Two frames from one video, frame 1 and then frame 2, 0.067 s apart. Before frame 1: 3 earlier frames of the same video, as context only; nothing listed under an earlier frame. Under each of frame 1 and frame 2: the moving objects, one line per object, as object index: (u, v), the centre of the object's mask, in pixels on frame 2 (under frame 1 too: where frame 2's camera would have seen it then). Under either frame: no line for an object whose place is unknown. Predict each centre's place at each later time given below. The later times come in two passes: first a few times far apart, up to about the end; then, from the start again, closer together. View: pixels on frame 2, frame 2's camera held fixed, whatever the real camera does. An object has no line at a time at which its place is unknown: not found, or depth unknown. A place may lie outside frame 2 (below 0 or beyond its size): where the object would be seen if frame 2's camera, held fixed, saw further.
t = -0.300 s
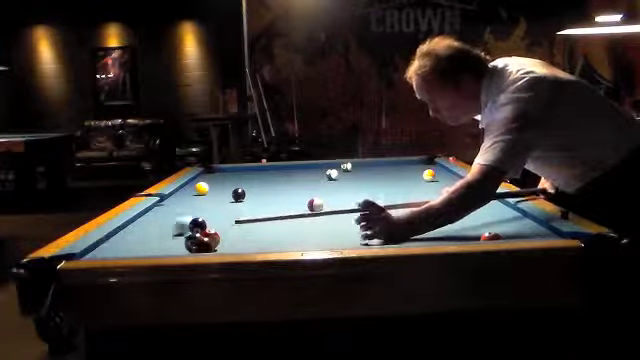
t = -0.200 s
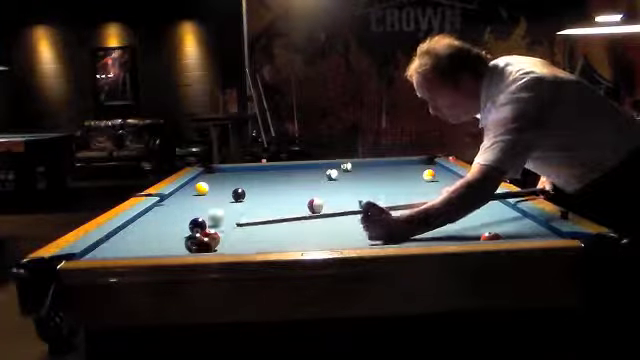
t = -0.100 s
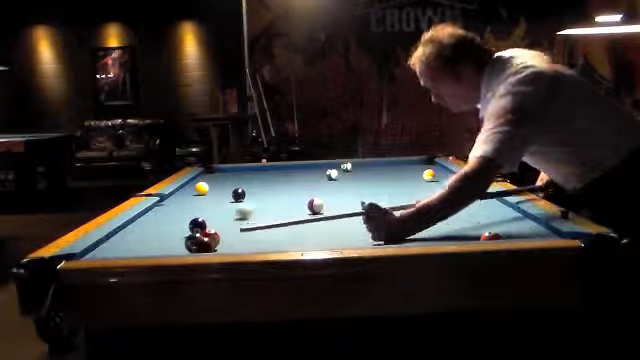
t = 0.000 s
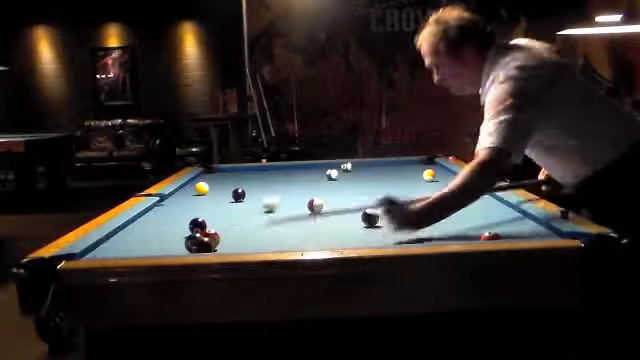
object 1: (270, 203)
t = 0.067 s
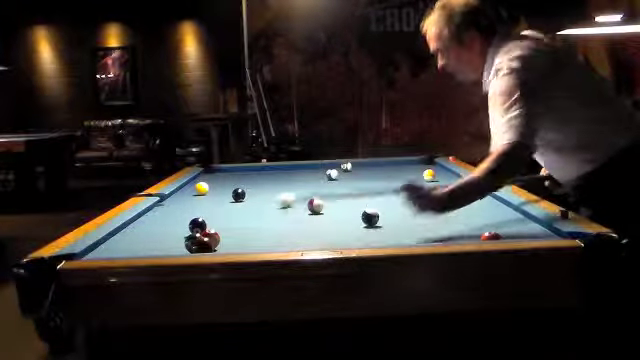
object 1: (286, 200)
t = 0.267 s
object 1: (327, 190)
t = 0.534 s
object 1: (374, 178)
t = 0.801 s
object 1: (410, 168)
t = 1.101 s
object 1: (422, 162)
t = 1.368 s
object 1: (404, 161)
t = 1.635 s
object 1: (397, 163)
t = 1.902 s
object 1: (391, 165)
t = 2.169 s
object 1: (385, 167)
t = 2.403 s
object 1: (379, 169)
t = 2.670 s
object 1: (372, 171)
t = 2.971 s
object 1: (365, 174)
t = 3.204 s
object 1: (360, 176)
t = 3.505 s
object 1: (353, 178)
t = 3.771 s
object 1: (348, 180)
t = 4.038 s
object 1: (342, 182)
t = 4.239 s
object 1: (337, 183)
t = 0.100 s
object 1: (293, 199)
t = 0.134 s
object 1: (300, 197)
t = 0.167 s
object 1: (304, 196)
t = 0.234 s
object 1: (323, 194)
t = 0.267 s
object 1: (327, 190)
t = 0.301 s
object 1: (334, 189)
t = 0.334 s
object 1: (342, 186)
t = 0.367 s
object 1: (346, 184)
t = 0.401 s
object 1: (352, 183)
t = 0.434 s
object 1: (359, 182)
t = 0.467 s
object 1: (364, 181)
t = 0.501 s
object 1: (370, 179)
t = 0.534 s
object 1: (374, 178)
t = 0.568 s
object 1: (380, 176)
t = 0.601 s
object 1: (385, 176)
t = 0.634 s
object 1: (389, 175)
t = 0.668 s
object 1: (393, 173)
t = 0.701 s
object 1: (398, 173)
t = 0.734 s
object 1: (402, 171)
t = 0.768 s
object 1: (407, 169)
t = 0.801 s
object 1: (410, 168)
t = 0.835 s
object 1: (415, 168)
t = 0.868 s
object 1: (419, 166)
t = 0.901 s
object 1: (423, 165)
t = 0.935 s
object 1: (427, 164)
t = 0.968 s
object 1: (431, 163)
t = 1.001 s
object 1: (432, 163)
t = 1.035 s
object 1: (429, 162)
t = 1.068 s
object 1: (425, 162)
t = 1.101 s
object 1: (422, 162)
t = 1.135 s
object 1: (419, 162)
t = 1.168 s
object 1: (415, 161)
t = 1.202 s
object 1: (413, 161)
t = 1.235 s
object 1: (409, 161)
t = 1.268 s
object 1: (407, 160)
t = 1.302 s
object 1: (405, 160)
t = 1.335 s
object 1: (405, 160)
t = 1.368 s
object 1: (404, 161)
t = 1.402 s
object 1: (402, 161)
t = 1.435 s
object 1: (402, 162)
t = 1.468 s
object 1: (401, 162)
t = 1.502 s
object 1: (400, 162)
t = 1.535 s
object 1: (399, 162)
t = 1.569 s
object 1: (399, 162)
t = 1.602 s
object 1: (398, 162)
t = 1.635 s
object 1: (397, 163)
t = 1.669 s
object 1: (396, 163)
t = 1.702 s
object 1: (395, 163)
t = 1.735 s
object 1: (395, 163)
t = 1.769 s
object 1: (394, 164)
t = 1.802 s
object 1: (393, 164)
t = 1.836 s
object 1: (392, 164)
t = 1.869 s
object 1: (392, 164)
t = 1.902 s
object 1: (391, 165)
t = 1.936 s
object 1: (390, 165)
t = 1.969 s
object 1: (389, 165)
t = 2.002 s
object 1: (389, 166)
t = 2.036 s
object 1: (388, 166)
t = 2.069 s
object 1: (387, 166)
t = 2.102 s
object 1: (386, 166)
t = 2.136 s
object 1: (386, 167)
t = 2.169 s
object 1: (385, 167)
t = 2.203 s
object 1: (385, 167)
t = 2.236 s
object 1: (383, 167)
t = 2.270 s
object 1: (381, 168)
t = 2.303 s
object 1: (381, 168)
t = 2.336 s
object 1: (380, 168)
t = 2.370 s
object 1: (379, 169)
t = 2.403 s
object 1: (379, 169)
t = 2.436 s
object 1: (378, 169)
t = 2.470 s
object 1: (377, 170)
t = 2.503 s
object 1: (376, 170)
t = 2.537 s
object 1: (375, 170)
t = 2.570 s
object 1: (374, 170)
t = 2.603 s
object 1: (374, 171)
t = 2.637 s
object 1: (373, 171)
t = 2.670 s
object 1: (372, 171)
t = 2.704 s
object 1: (371, 171)
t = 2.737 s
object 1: (370, 172)
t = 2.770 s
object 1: (369, 172)
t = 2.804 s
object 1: (369, 172)
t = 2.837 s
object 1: (368, 172)
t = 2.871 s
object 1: (367, 173)
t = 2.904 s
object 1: (367, 173)
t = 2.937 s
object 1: (366, 173)
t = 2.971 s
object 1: (365, 174)
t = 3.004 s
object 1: (364, 174)
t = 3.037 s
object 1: (364, 174)
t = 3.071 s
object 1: (363, 174)
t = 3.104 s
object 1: (362, 175)
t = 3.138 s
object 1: (361, 175)
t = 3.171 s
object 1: (360, 175)
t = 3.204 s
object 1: (360, 176)
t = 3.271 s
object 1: (358, 176)
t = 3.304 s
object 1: (358, 176)
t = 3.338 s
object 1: (357, 176)
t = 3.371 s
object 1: (356, 177)
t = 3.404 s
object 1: (356, 177)
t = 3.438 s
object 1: (355, 177)
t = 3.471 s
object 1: (354, 178)
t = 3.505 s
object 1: (353, 178)
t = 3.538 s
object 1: (352, 178)
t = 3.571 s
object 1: (352, 178)
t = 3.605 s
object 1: (350, 179)
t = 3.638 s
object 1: (350, 179)
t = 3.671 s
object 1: (350, 179)
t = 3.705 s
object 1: (348, 179)
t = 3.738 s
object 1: (348, 180)
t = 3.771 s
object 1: (348, 180)
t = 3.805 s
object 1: (348, 180)
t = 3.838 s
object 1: (345, 180)
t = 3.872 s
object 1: (345, 181)
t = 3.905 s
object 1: (345, 181)
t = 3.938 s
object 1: (344, 181)
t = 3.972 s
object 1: (343, 181)
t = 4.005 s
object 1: (343, 181)
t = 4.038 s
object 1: (342, 182)
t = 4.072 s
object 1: (341, 182)
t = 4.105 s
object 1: (340, 182)
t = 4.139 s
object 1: (340, 182)
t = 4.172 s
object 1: (339, 183)
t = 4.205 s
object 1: (338, 183)
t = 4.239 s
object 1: (337, 183)
